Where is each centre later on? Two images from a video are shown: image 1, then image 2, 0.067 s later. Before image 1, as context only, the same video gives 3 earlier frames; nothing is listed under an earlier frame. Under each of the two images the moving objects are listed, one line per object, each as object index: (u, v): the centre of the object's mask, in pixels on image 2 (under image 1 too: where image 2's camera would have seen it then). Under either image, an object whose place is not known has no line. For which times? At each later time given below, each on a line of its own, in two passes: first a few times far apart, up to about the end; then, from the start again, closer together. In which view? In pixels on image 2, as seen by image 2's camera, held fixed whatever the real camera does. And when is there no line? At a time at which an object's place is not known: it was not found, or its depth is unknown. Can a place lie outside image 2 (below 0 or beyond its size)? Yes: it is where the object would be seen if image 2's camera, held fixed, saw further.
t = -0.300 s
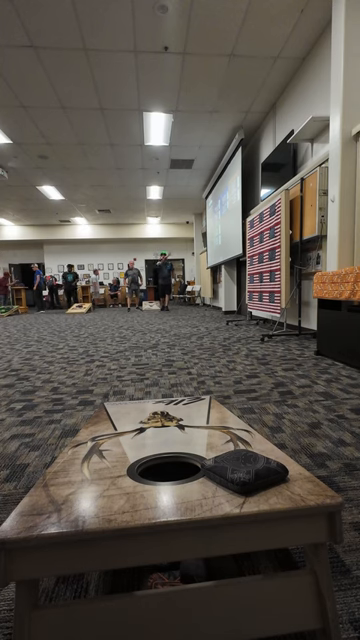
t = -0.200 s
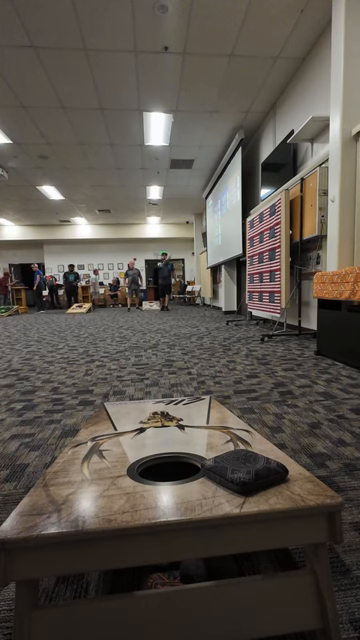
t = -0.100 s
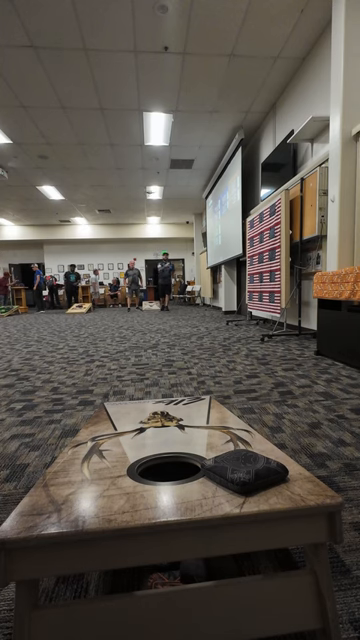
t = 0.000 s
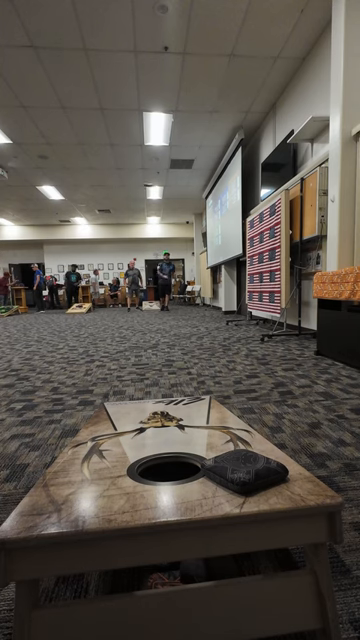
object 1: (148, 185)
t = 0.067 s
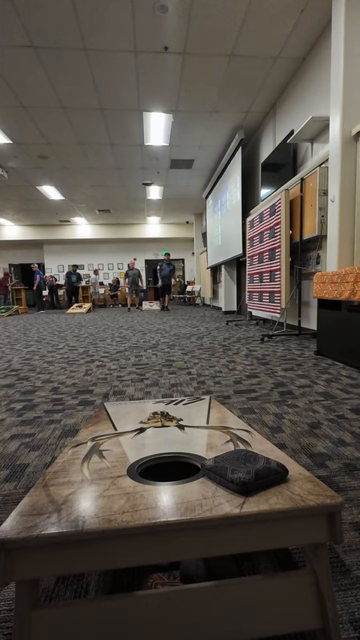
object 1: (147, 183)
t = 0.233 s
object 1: (143, 197)
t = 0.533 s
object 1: (126, 412)
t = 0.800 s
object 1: (84, 468)
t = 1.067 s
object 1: (58, 506)
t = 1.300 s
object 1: (59, 506)
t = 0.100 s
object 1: (147, 183)
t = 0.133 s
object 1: (145, 186)
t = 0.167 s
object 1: (144, 188)
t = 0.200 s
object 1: (143, 192)
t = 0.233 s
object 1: (143, 197)
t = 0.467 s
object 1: (131, 325)
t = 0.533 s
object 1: (126, 412)
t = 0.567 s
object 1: (122, 415)
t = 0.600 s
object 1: (118, 421)
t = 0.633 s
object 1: (113, 429)
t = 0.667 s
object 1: (109, 436)
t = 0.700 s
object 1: (102, 444)
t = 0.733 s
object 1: (96, 452)
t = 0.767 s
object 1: (90, 460)
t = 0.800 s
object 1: (84, 468)
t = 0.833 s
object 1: (79, 477)
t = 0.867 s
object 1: (73, 485)
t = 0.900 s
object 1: (67, 492)
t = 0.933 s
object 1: (63, 499)
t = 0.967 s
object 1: (60, 503)
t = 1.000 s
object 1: (59, 505)
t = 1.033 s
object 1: (58, 506)
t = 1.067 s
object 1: (58, 506)
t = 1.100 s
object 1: (58, 506)
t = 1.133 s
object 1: (58, 506)
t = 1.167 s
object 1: (58, 506)
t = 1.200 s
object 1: (58, 506)
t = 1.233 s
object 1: (58, 506)
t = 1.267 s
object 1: (59, 506)
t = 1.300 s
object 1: (59, 506)
